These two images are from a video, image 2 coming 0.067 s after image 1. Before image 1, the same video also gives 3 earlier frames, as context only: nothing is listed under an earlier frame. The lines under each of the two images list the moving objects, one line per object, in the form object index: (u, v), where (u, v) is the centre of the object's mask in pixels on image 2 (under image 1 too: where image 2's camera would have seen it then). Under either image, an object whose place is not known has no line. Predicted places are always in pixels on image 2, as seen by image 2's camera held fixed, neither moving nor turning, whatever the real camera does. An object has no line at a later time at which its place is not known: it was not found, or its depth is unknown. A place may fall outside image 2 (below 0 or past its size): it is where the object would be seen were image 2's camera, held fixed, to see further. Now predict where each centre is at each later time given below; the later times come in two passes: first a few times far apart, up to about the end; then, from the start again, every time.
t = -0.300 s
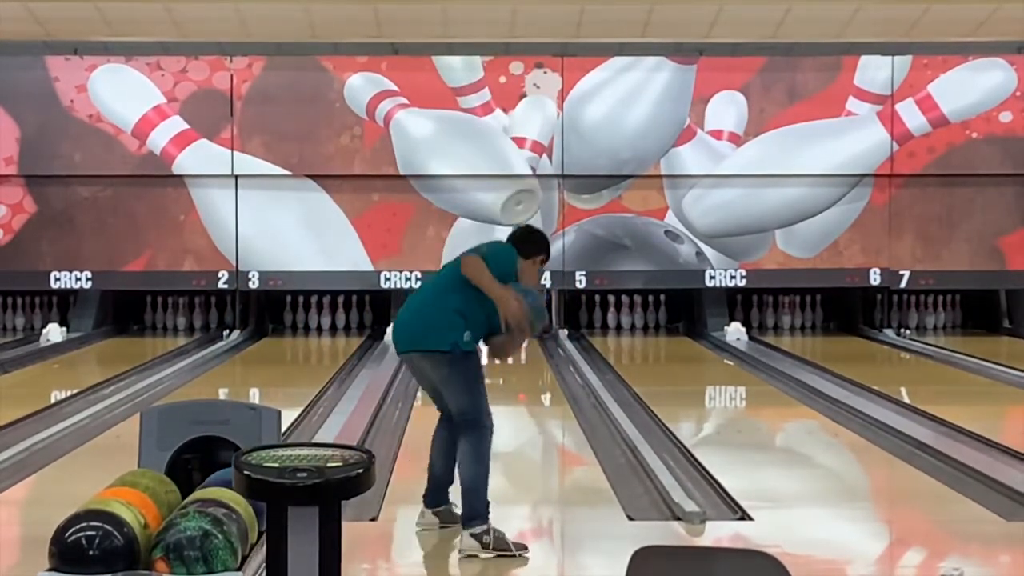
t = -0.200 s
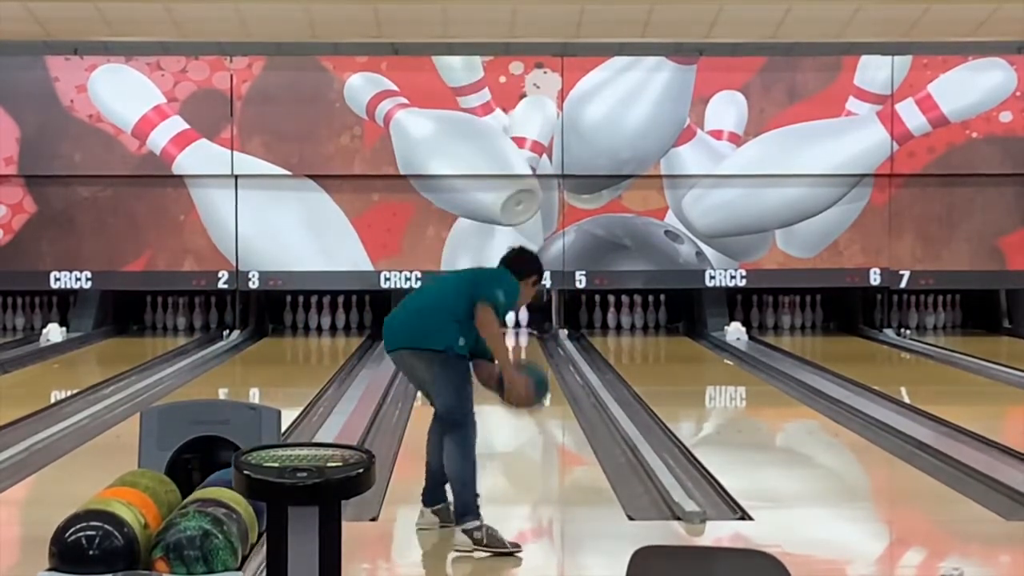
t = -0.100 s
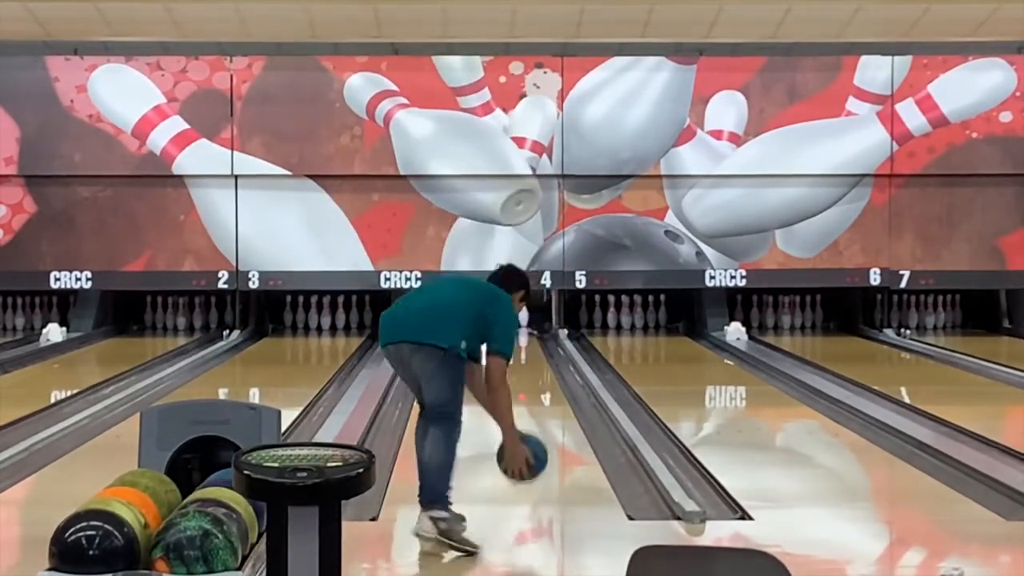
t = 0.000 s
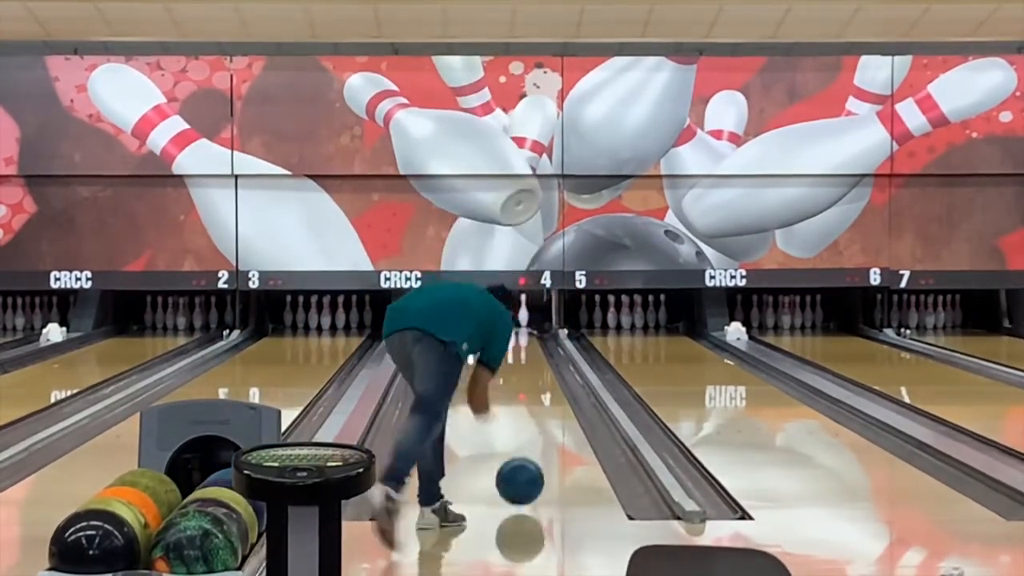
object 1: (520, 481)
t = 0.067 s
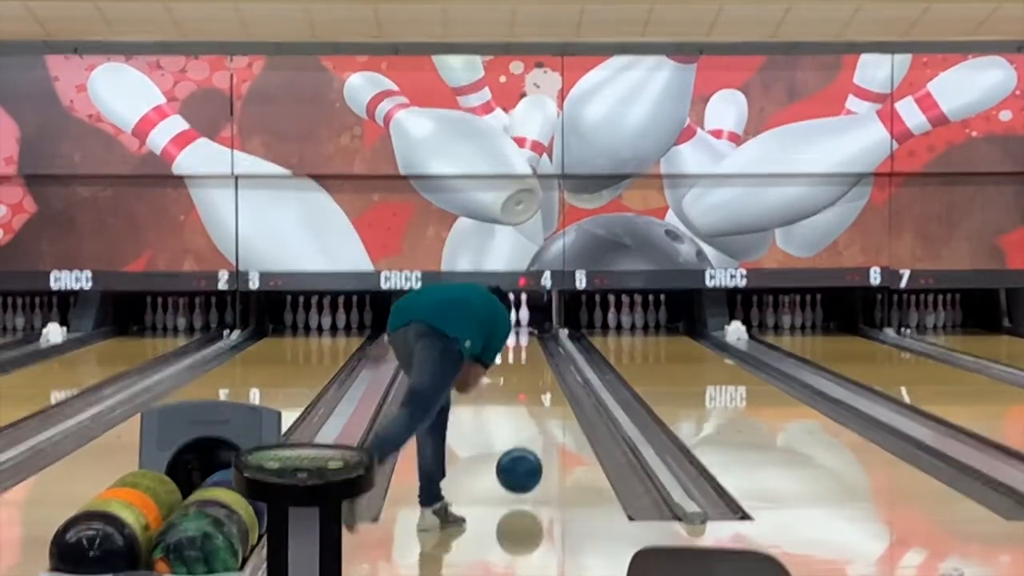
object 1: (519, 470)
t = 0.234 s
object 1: (516, 456)
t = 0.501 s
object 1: (513, 430)
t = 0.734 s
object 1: (512, 412)
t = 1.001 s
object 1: (510, 395)
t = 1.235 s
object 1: (509, 382)
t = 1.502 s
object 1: (508, 370)
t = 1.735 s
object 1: (508, 360)
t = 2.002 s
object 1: (508, 351)
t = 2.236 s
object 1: (508, 343)
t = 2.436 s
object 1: (508, 338)
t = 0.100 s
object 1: (518, 467)
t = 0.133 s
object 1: (517, 470)
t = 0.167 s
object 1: (517, 463)
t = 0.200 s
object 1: (517, 460)
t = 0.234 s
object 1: (516, 456)
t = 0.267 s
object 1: (516, 453)
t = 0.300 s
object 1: (515, 449)
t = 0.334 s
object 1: (515, 446)
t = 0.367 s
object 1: (515, 442)
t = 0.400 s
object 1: (514, 439)
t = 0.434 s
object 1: (514, 436)
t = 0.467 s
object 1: (514, 433)
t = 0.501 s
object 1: (513, 430)
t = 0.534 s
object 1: (513, 427)
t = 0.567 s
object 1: (513, 424)
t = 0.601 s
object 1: (513, 422)
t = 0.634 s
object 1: (512, 419)
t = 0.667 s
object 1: (512, 417)
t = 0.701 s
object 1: (512, 414)
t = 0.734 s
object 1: (512, 412)
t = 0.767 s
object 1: (511, 409)
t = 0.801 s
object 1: (511, 407)
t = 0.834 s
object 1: (511, 405)
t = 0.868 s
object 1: (511, 402)
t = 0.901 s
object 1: (511, 401)
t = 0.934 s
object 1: (511, 399)
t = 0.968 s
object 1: (511, 397)
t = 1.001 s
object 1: (510, 395)
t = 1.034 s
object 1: (510, 392)
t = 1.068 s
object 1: (510, 391)
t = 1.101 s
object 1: (510, 389)
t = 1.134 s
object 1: (510, 387)
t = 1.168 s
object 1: (509, 385)
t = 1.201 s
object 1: (509, 384)
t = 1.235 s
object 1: (509, 382)
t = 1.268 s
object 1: (509, 380)
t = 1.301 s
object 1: (509, 378)
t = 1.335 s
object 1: (509, 377)
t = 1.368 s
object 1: (509, 375)
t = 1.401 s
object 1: (509, 374)
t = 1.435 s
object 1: (509, 372)
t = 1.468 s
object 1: (508, 371)
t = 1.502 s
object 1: (508, 370)
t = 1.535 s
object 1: (509, 368)
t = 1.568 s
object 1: (508, 367)
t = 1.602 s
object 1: (508, 366)
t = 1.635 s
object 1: (508, 365)
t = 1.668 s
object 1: (509, 363)
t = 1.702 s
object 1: (509, 361)
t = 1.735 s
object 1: (508, 360)
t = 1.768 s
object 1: (508, 359)
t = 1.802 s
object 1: (508, 358)
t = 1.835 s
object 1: (508, 357)
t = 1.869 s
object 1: (508, 355)
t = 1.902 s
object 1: (509, 354)
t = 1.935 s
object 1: (508, 353)
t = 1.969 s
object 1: (508, 352)
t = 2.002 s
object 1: (508, 351)
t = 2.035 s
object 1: (508, 349)
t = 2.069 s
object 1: (508, 349)
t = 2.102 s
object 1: (508, 348)
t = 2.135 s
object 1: (508, 346)
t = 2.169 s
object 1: (508, 345)
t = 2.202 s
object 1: (508, 345)
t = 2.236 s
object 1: (508, 343)
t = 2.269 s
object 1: (508, 343)
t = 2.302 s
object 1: (508, 342)
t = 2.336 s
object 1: (508, 341)
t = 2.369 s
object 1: (508, 340)
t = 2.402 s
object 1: (508, 340)
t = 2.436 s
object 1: (508, 338)
